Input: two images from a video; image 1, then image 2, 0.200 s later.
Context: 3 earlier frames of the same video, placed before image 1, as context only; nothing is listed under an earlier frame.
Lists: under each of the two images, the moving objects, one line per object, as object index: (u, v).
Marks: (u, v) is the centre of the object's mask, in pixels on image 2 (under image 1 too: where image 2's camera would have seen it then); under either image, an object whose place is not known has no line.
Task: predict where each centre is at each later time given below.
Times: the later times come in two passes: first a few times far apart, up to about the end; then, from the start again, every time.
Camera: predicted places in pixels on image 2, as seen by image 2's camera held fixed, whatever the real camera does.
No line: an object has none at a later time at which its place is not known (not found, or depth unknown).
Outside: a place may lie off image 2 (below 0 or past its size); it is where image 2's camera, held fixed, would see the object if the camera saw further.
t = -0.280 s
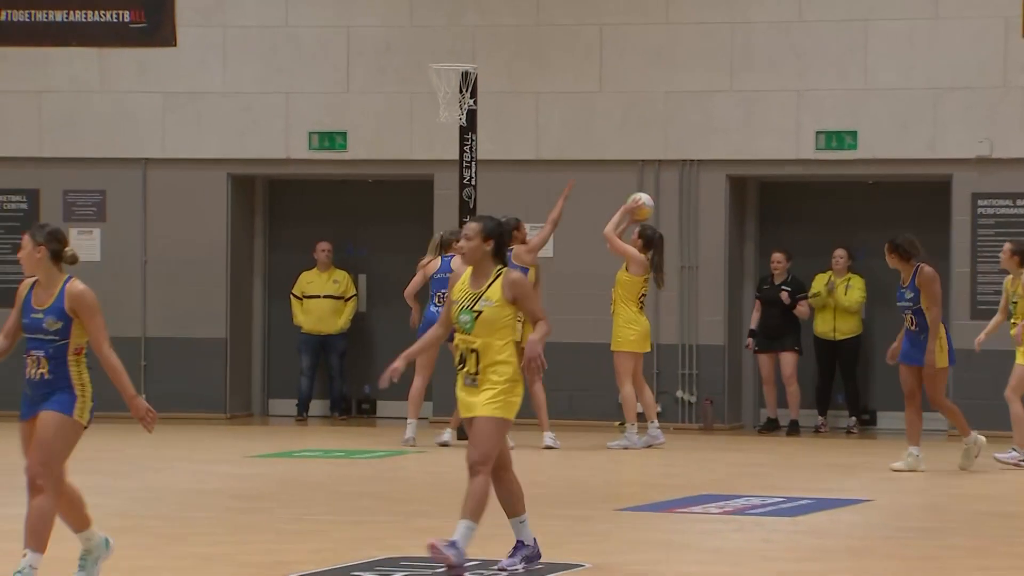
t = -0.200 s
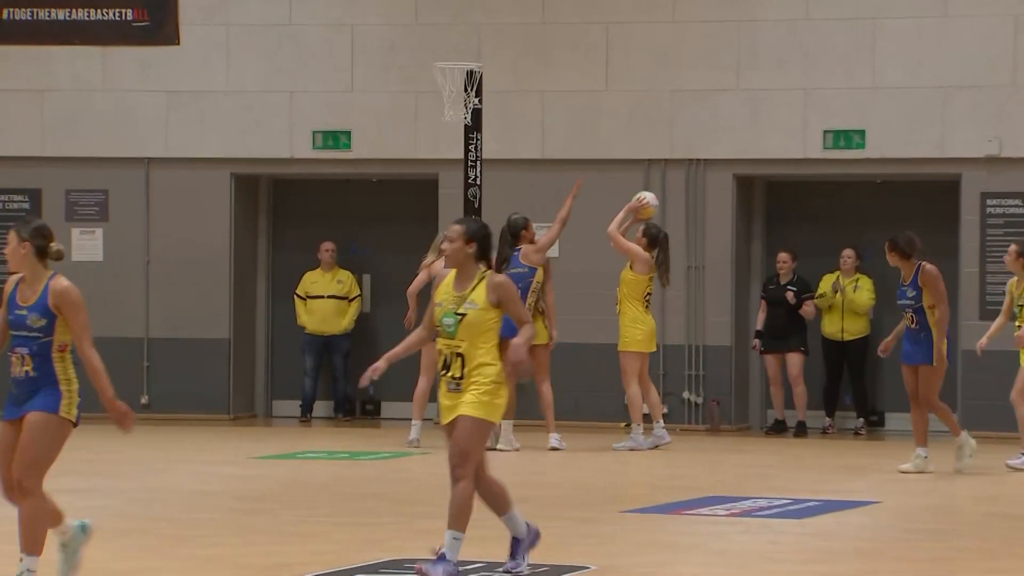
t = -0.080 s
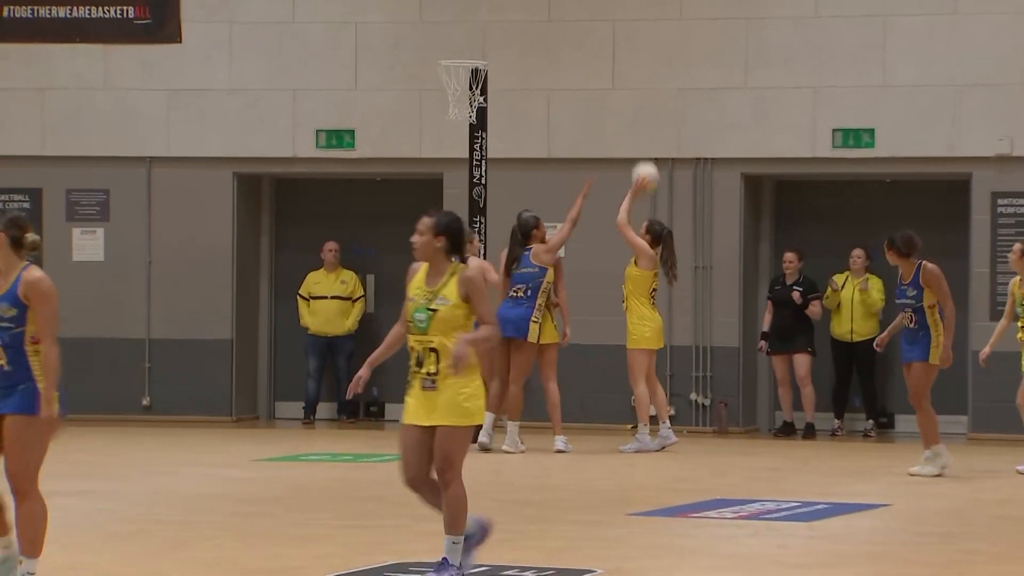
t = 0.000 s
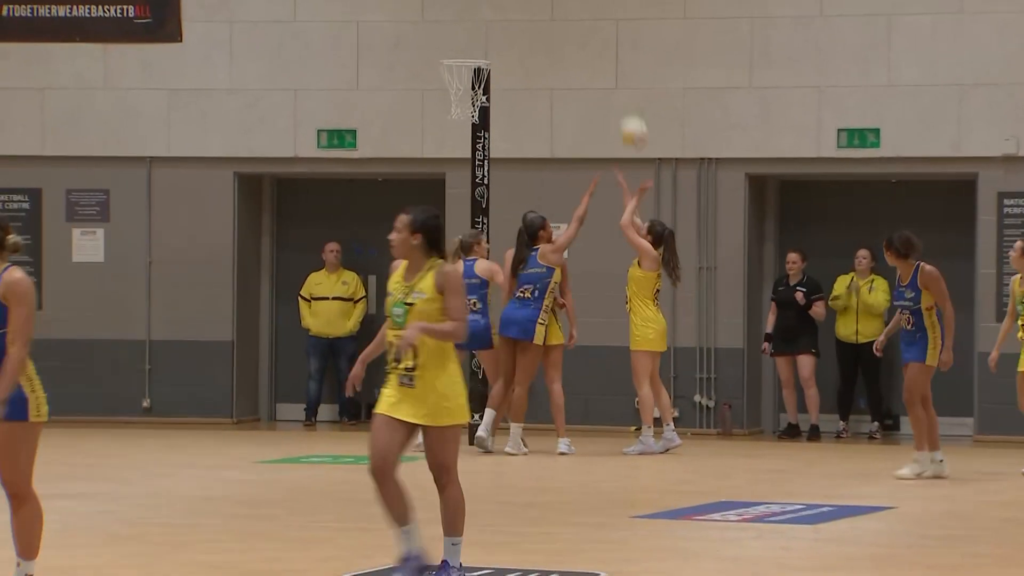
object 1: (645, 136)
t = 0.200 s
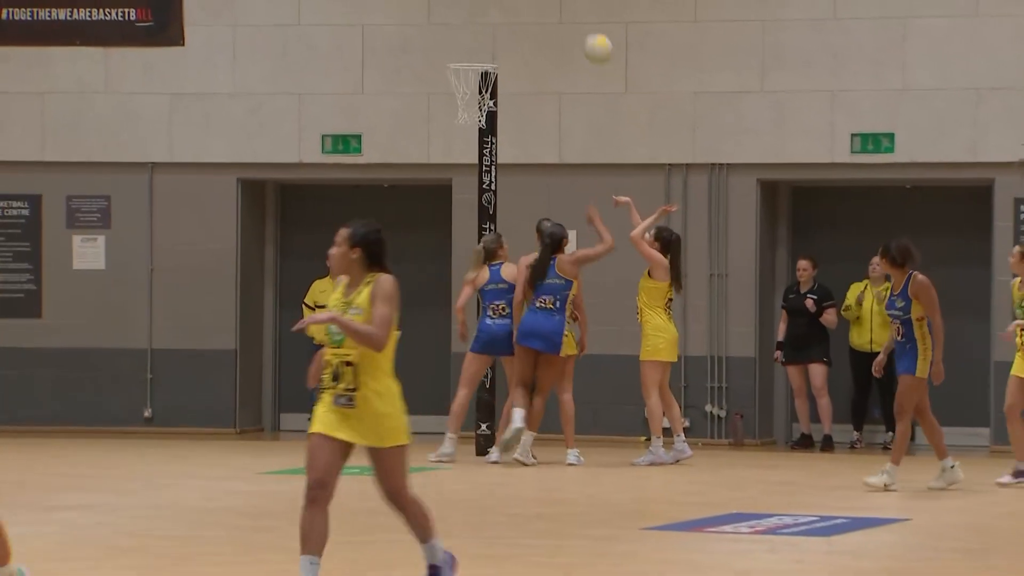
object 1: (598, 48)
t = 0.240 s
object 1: (589, 36)
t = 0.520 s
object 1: (526, 12)
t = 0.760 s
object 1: (473, 64)
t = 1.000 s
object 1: (438, 118)
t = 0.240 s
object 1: (589, 36)
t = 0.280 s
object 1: (580, 25)
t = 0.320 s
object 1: (571, 18)
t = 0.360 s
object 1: (562, 13)
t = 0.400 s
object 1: (553, 10)
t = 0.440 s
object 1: (545, 8)
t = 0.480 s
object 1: (536, 8)
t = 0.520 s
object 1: (526, 12)
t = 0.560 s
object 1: (517, 17)
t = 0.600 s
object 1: (508, 23)
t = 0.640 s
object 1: (499, 31)
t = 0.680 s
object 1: (490, 41)
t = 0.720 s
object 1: (482, 52)
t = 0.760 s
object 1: (473, 64)
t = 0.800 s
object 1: (464, 78)
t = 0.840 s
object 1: (456, 88)
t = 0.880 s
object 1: (449, 97)
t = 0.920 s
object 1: (446, 102)
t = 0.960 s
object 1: (443, 108)
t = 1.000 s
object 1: (438, 118)
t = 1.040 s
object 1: (435, 127)
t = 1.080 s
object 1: (431, 139)
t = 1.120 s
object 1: (427, 155)
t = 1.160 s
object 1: (424, 172)
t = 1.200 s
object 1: (421, 188)
